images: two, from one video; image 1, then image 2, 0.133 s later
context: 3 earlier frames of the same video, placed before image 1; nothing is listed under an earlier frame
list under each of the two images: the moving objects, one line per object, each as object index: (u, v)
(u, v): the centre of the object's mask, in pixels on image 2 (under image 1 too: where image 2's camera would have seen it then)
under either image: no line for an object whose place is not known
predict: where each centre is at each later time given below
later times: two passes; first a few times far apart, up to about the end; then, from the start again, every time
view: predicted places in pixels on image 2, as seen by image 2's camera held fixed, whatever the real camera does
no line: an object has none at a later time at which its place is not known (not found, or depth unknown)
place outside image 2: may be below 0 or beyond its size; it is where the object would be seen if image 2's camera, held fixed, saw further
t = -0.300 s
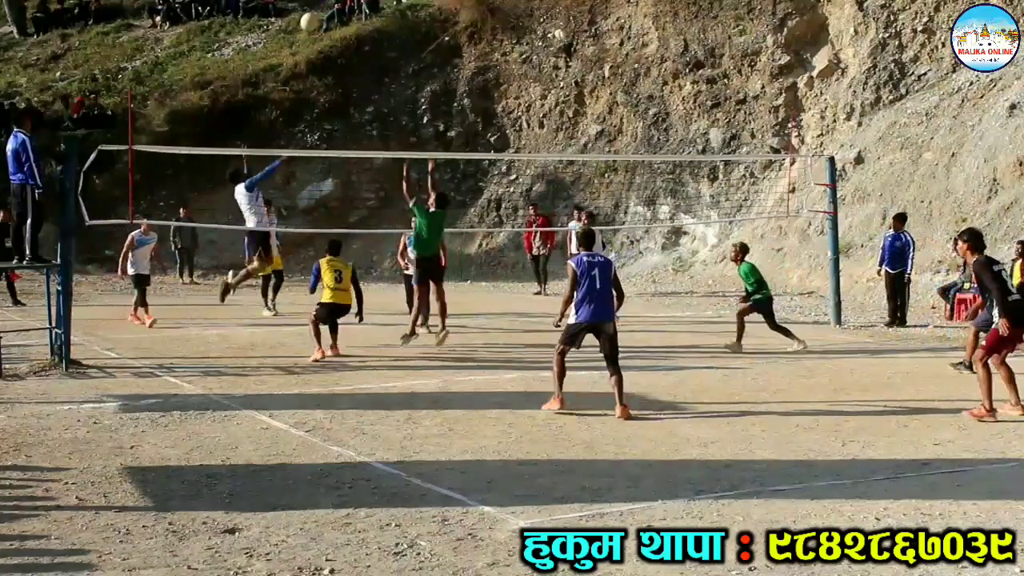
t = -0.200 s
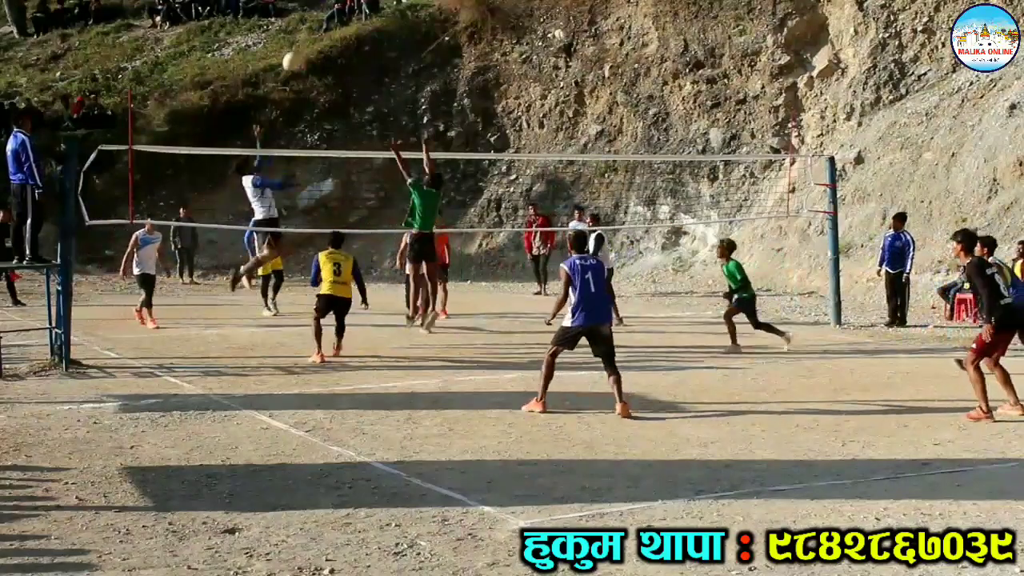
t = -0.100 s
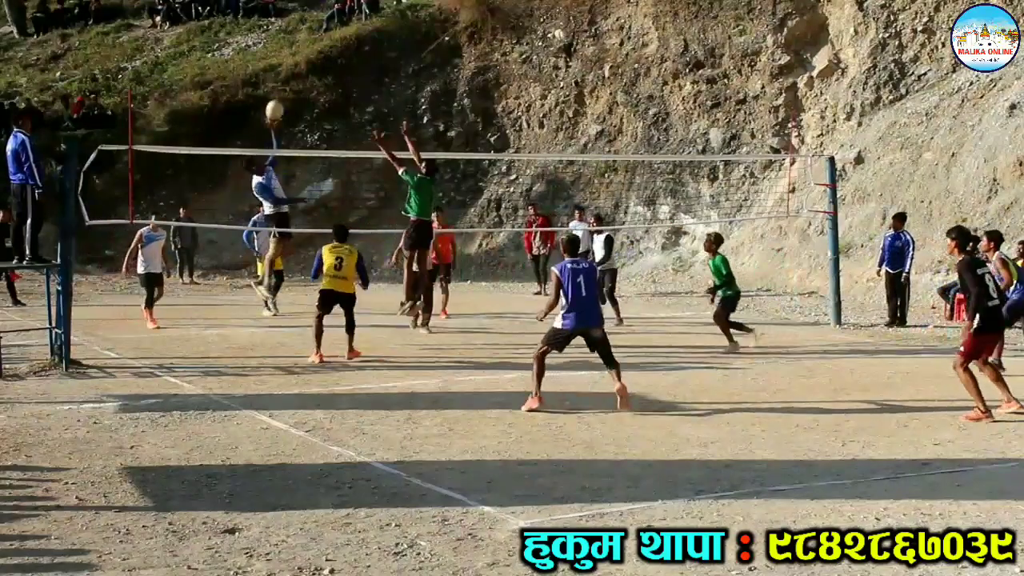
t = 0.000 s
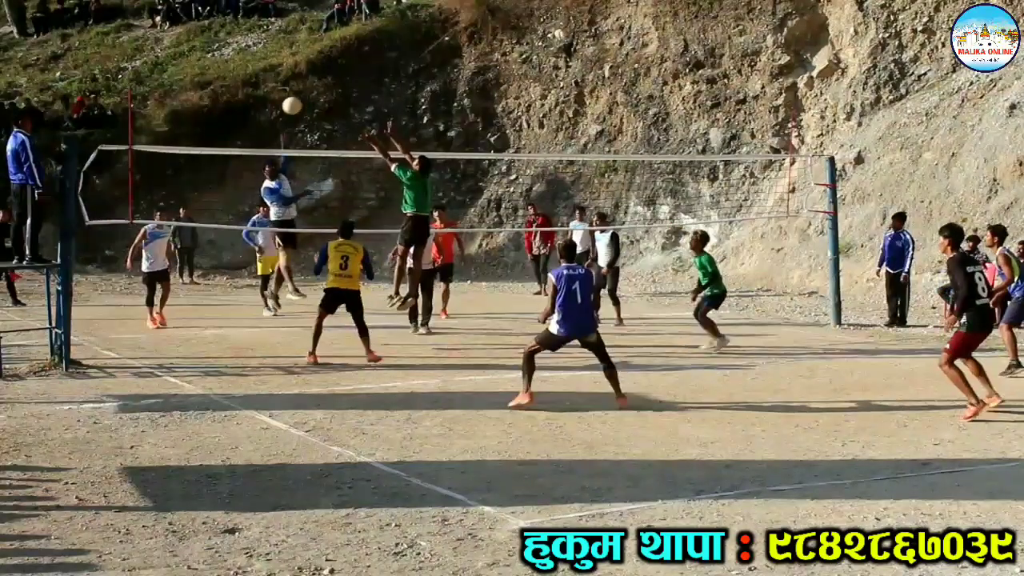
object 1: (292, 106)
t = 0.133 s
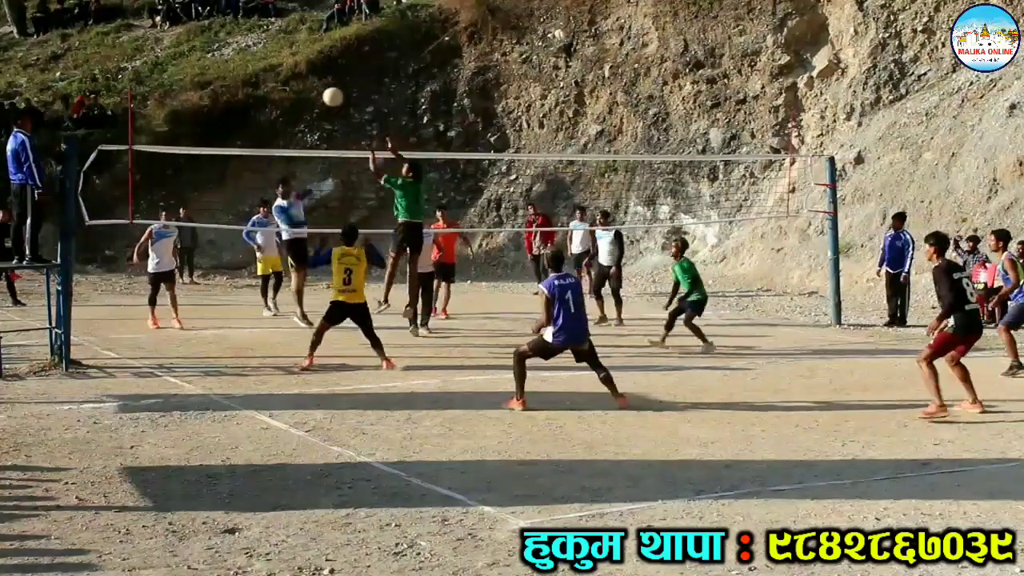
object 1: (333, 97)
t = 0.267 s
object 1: (377, 104)
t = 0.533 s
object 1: (481, 173)
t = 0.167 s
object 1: (343, 97)
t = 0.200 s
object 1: (354, 98)
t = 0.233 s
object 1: (366, 100)
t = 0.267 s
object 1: (377, 104)
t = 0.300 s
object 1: (389, 108)
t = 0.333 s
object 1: (401, 114)
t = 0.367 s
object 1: (413, 121)
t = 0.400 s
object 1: (426, 128)
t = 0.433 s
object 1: (439, 137)
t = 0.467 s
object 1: (453, 147)
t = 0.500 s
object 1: (466, 159)
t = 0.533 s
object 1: (481, 173)
